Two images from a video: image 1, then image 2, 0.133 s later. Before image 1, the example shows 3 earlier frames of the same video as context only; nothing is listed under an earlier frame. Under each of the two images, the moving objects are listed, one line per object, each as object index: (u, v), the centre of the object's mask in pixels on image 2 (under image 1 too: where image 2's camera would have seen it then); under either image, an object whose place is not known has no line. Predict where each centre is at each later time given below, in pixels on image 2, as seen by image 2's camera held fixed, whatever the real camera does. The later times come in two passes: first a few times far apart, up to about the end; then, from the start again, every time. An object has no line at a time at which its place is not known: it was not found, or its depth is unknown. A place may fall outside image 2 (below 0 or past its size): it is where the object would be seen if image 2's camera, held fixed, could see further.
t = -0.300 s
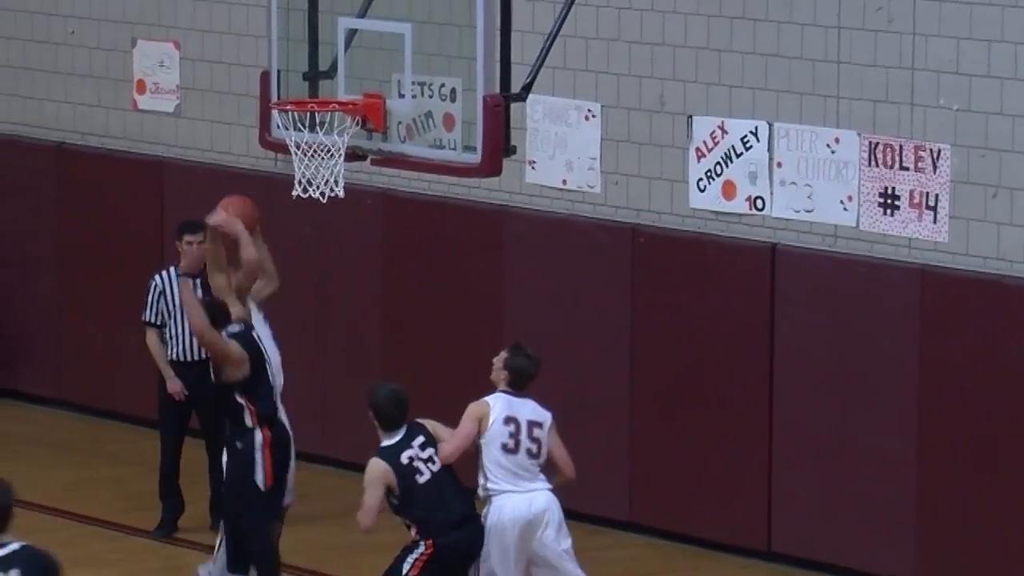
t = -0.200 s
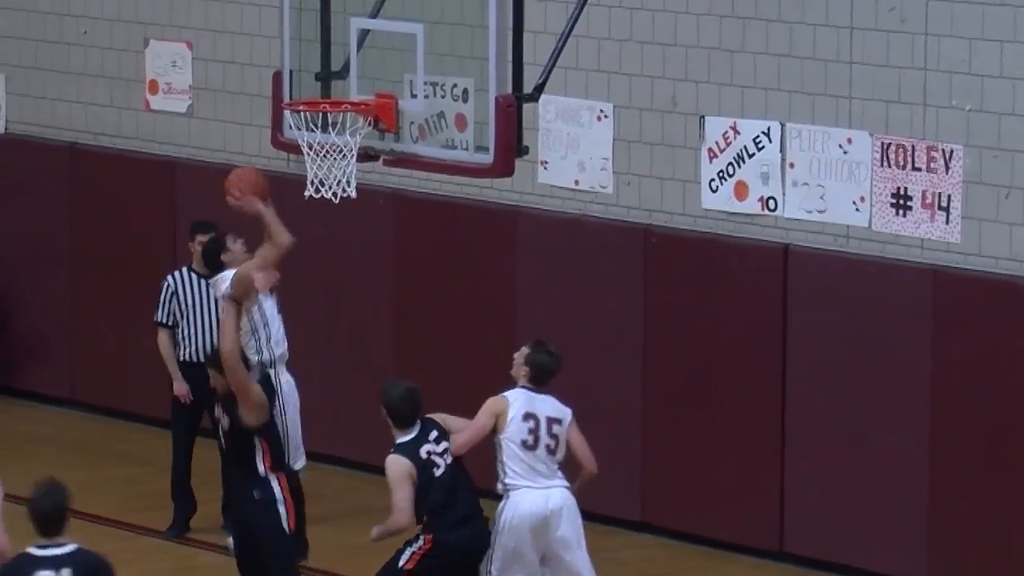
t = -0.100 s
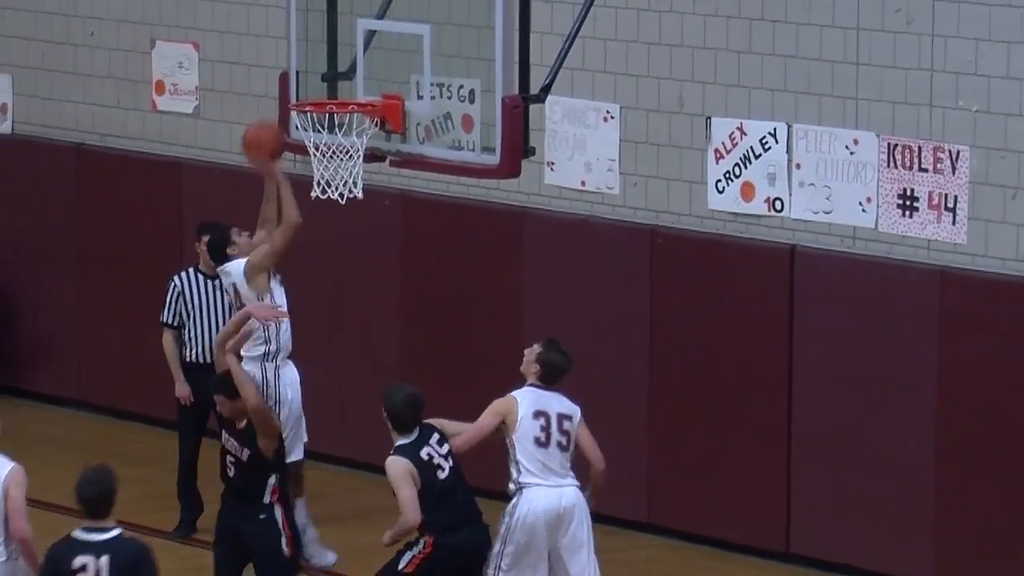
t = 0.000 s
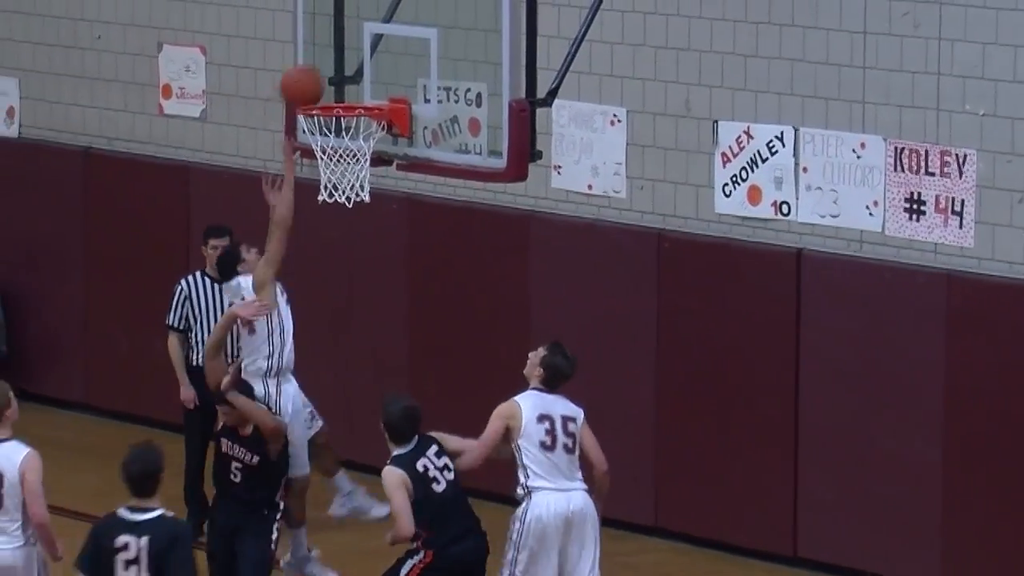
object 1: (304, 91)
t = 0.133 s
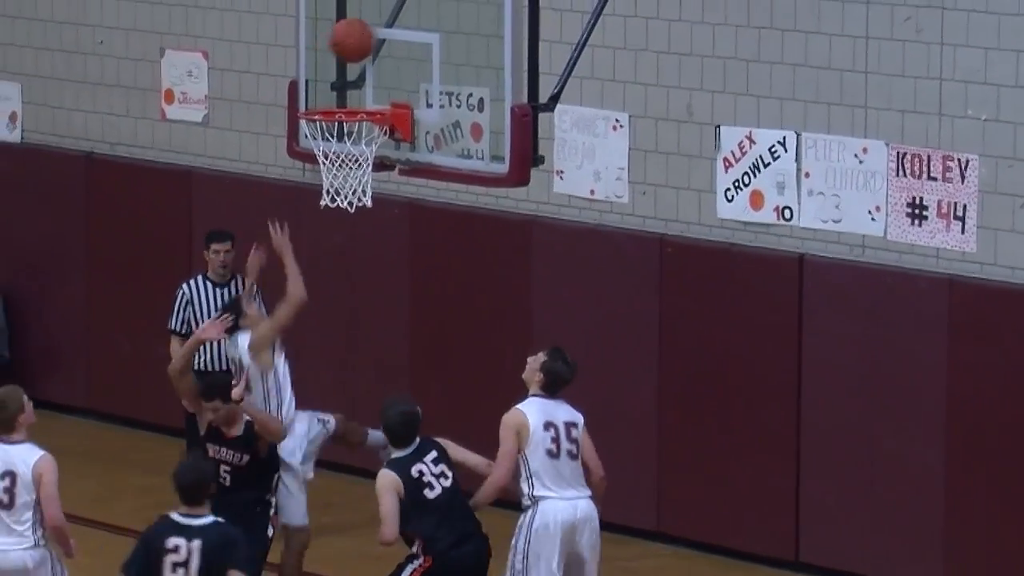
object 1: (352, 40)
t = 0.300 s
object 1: (347, 48)
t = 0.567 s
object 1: (344, 137)
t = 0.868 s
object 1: (362, 212)
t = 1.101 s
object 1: (371, 362)
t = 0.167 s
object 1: (355, 36)
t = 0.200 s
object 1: (353, 36)
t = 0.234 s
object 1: (351, 38)
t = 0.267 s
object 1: (349, 42)
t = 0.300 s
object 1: (347, 48)
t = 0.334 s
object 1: (345, 56)
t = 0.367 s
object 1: (343, 67)
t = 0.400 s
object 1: (341, 78)
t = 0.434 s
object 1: (338, 93)
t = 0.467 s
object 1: (337, 103)
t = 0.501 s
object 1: (340, 112)
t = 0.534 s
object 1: (341, 124)
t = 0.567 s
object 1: (344, 137)
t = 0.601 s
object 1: (347, 144)
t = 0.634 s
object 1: (348, 152)
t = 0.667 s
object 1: (349, 157)
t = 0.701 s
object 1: (353, 163)
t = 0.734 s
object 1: (358, 180)
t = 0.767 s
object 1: (359, 183)
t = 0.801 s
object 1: (359, 188)
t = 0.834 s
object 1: (360, 198)
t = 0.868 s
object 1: (362, 212)
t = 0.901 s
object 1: (363, 227)
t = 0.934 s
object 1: (364, 244)
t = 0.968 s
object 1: (366, 263)
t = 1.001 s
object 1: (367, 285)
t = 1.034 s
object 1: (368, 308)
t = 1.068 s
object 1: (369, 335)
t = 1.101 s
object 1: (371, 362)
